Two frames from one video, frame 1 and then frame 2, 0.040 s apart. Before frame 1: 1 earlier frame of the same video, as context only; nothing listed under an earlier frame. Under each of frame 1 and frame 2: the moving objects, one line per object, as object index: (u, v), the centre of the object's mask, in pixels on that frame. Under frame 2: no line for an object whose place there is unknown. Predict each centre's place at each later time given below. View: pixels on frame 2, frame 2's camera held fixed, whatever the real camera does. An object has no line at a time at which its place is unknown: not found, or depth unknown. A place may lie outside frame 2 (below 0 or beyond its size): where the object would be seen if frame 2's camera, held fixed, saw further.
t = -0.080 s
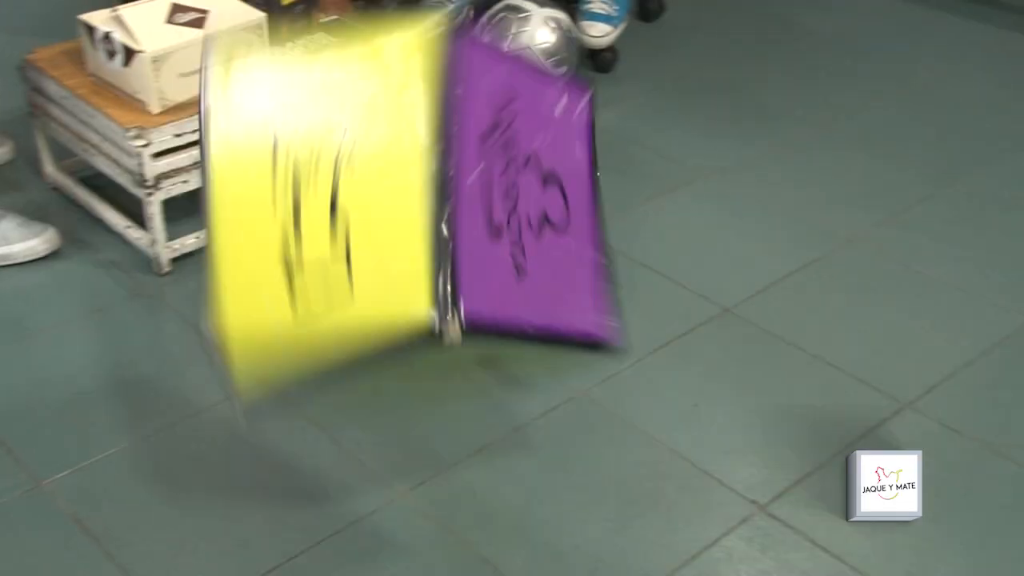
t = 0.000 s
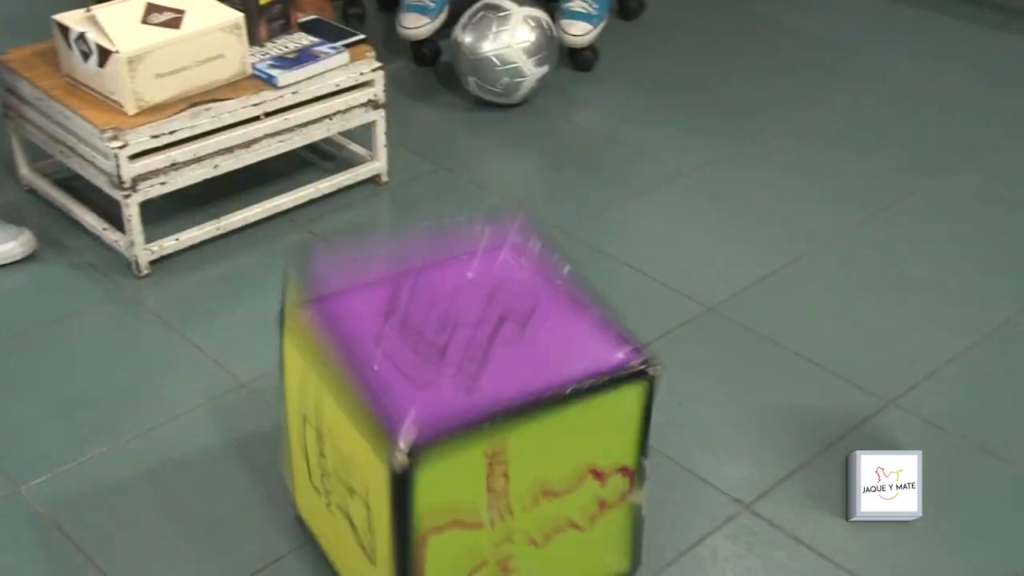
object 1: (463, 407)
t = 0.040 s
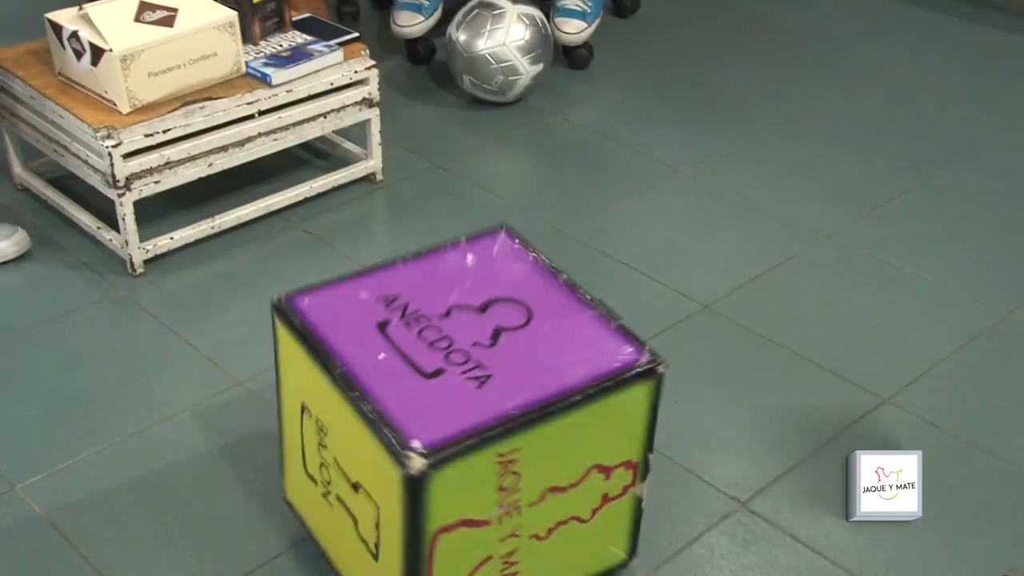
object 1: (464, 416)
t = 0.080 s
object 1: (465, 413)
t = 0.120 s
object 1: (466, 417)
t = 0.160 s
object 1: (467, 429)
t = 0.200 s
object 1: (463, 436)
